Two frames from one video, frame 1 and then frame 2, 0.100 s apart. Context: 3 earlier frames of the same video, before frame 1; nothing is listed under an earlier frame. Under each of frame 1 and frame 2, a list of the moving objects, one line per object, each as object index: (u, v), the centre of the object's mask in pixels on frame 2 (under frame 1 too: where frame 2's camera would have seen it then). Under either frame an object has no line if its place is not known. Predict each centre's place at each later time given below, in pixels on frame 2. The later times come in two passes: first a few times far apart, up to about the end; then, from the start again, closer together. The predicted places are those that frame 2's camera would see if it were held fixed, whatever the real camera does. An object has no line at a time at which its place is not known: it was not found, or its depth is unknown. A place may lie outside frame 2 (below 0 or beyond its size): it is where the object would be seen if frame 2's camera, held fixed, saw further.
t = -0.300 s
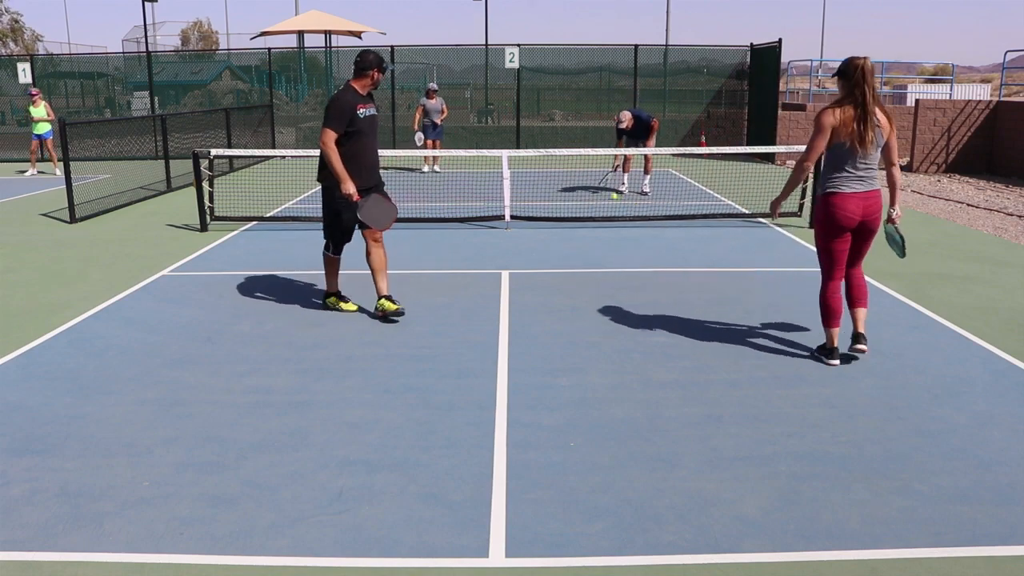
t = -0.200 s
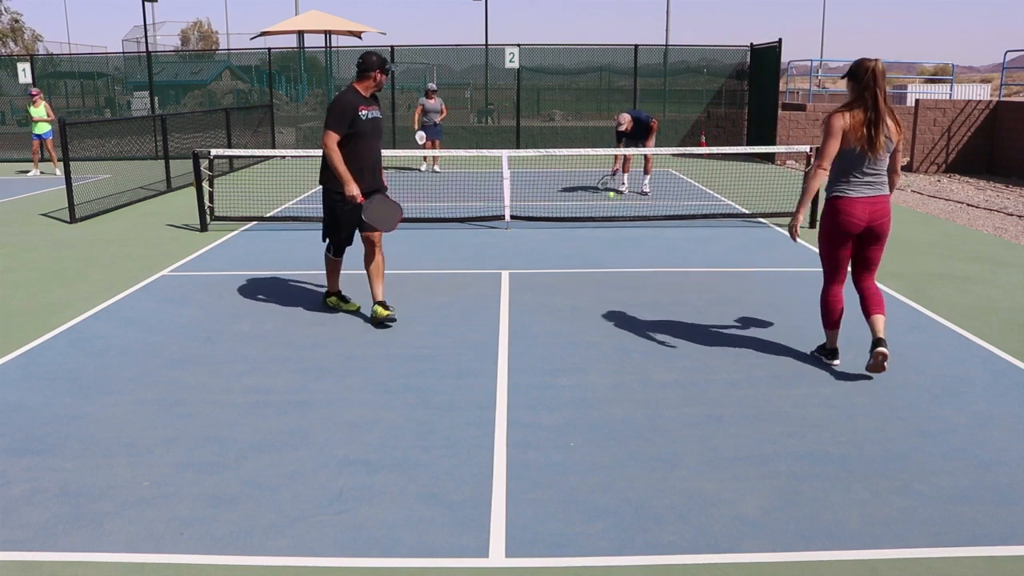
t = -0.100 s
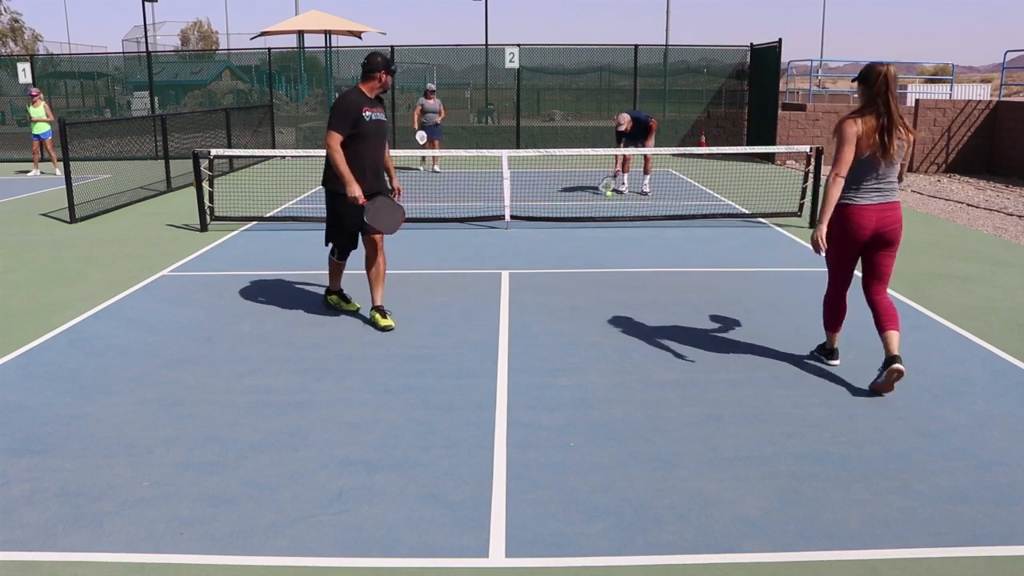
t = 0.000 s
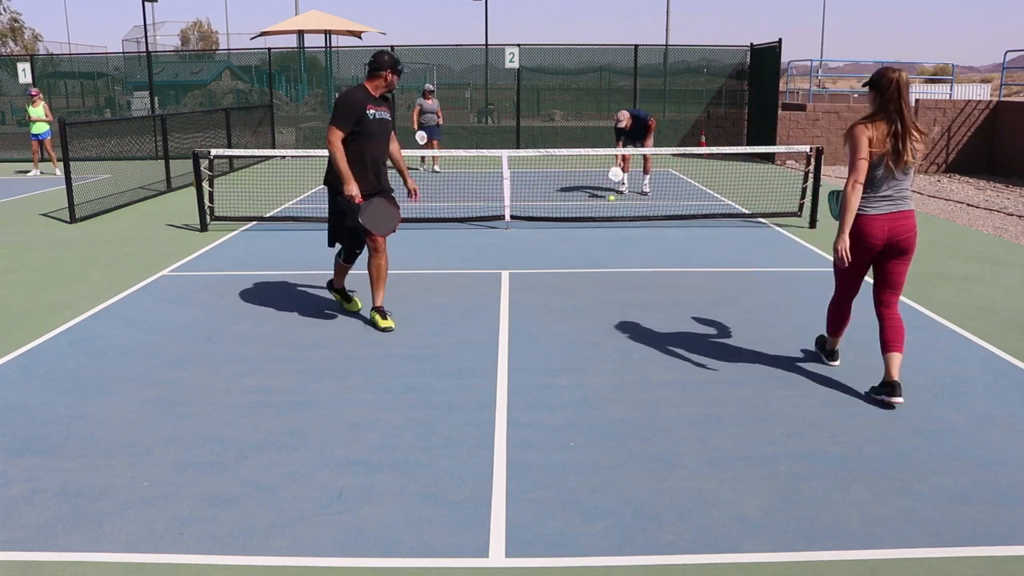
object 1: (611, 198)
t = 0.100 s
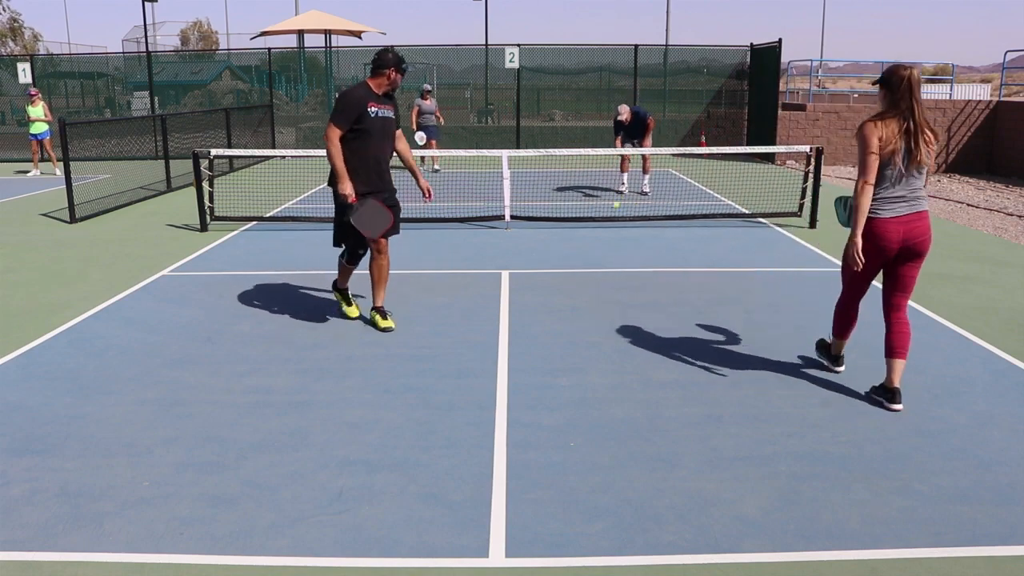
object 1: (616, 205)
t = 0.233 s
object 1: (620, 214)
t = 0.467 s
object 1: (627, 227)
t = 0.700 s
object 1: (634, 241)
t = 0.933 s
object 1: (641, 258)
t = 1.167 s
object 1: (651, 279)
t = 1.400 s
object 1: (660, 304)
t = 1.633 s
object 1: (673, 336)
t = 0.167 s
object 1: (618, 210)
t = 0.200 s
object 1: (619, 212)
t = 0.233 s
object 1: (620, 214)
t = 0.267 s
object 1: (622, 215)
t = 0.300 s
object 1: (622, 216)
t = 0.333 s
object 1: (623, 222)
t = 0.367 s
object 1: (624, 223)
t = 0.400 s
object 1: (625, 224)
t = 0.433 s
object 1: (626, 225)
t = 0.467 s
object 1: (627, 227)
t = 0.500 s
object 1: (628, 229)
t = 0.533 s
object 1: (629, 231)
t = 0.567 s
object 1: (630, 233)
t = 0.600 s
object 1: (631, 235)
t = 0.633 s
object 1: (632, 237)
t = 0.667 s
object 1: (633, 239)
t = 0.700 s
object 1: (634, 241)
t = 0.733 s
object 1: (635, 244)
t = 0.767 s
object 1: (636, 246)
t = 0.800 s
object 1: (637, 249)
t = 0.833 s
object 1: (638, 251)
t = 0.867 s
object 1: (639, 254)
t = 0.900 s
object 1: (640, 256)
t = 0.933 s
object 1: (641, 258)
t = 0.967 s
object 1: (642, 264)
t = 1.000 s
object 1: (644, 264)
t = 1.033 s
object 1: (645, 267)
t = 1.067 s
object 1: (646, 270)
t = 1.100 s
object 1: (648, 273)
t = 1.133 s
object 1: (649, 276)
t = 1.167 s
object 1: (651, 279)
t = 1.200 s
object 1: (652, 282)
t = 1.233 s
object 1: (653, 287)
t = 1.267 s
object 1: (654, 289)
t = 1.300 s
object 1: (656, 293)
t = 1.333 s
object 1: (657, 297)
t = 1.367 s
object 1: (659, 300)
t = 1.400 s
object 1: (660, 304)
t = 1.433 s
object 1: (662, 309)
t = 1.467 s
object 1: (663, 313)
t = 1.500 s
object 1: (665, 317)
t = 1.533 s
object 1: (667, 322)
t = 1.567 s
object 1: (669, 327)
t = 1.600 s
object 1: (671, 331)
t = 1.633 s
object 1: (673, 336)
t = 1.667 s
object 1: (675, 341)
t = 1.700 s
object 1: (677, 347)
